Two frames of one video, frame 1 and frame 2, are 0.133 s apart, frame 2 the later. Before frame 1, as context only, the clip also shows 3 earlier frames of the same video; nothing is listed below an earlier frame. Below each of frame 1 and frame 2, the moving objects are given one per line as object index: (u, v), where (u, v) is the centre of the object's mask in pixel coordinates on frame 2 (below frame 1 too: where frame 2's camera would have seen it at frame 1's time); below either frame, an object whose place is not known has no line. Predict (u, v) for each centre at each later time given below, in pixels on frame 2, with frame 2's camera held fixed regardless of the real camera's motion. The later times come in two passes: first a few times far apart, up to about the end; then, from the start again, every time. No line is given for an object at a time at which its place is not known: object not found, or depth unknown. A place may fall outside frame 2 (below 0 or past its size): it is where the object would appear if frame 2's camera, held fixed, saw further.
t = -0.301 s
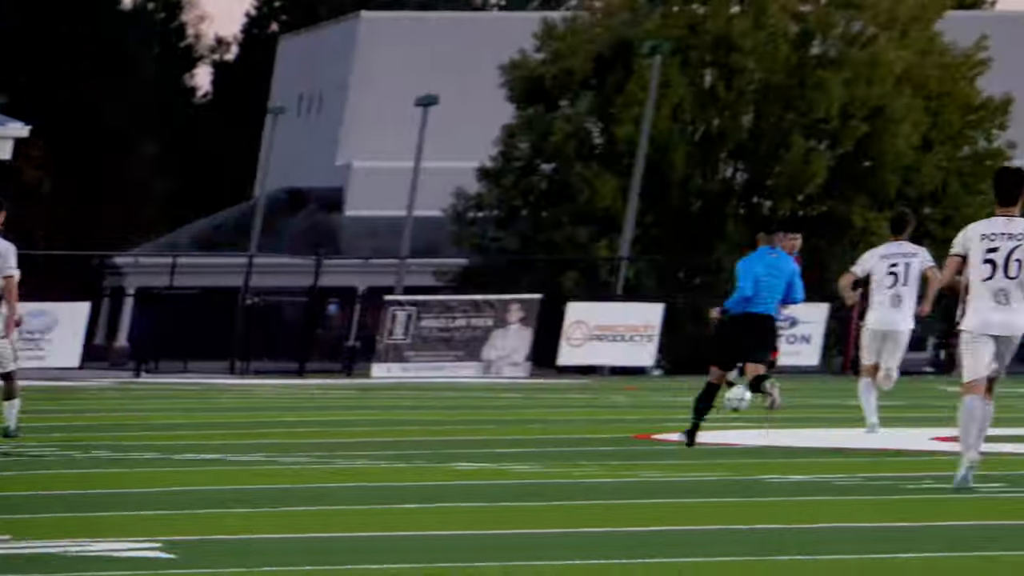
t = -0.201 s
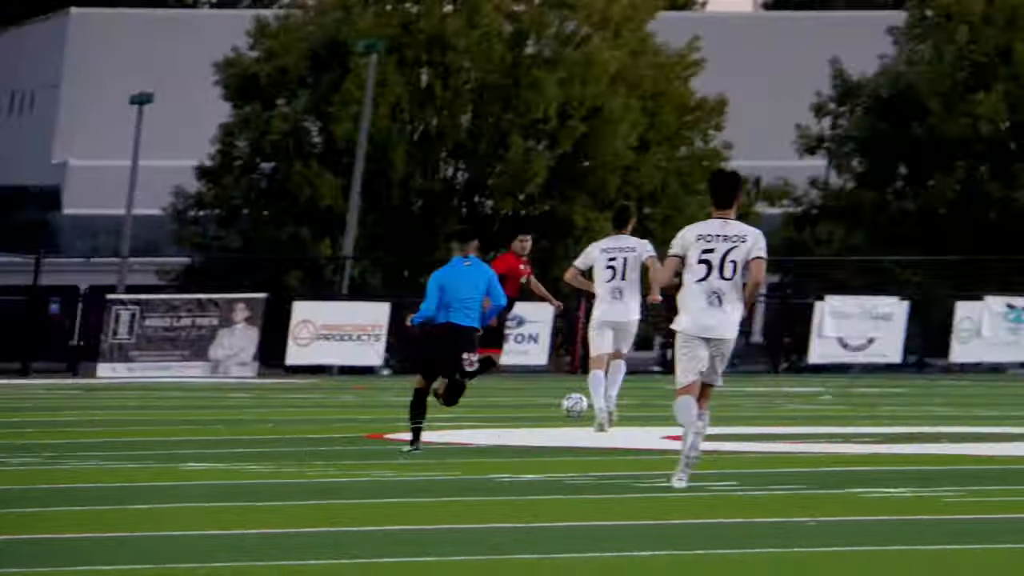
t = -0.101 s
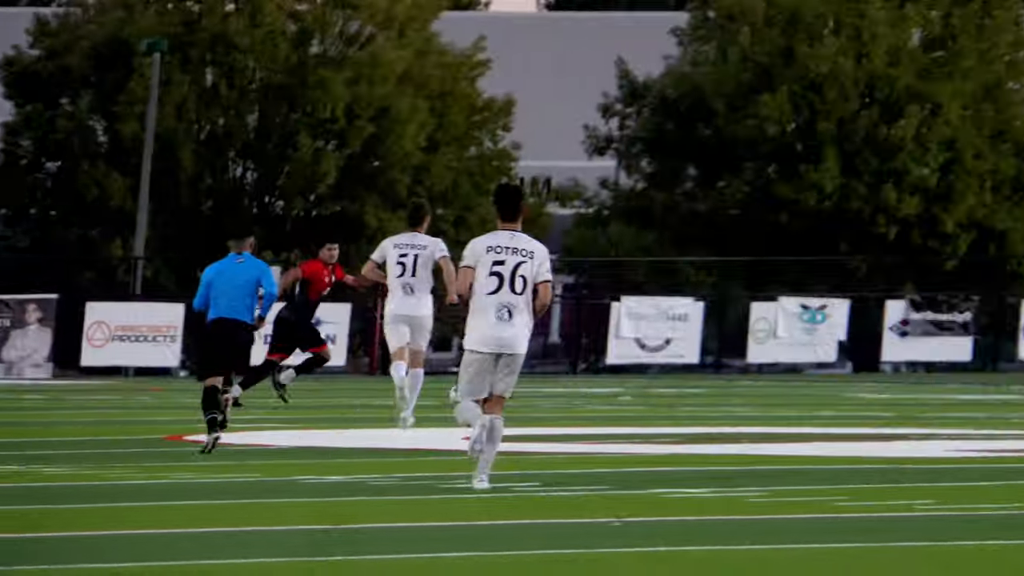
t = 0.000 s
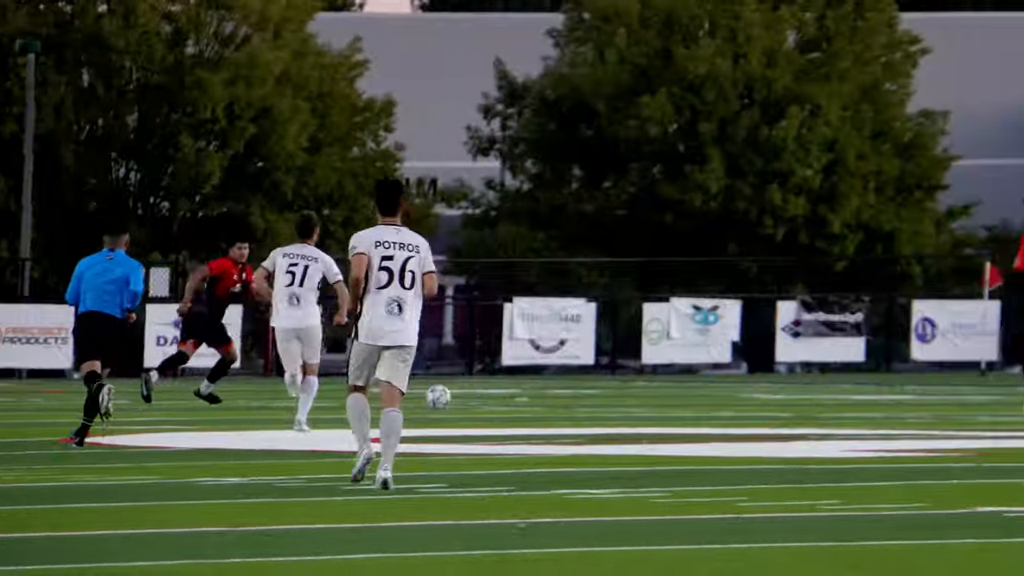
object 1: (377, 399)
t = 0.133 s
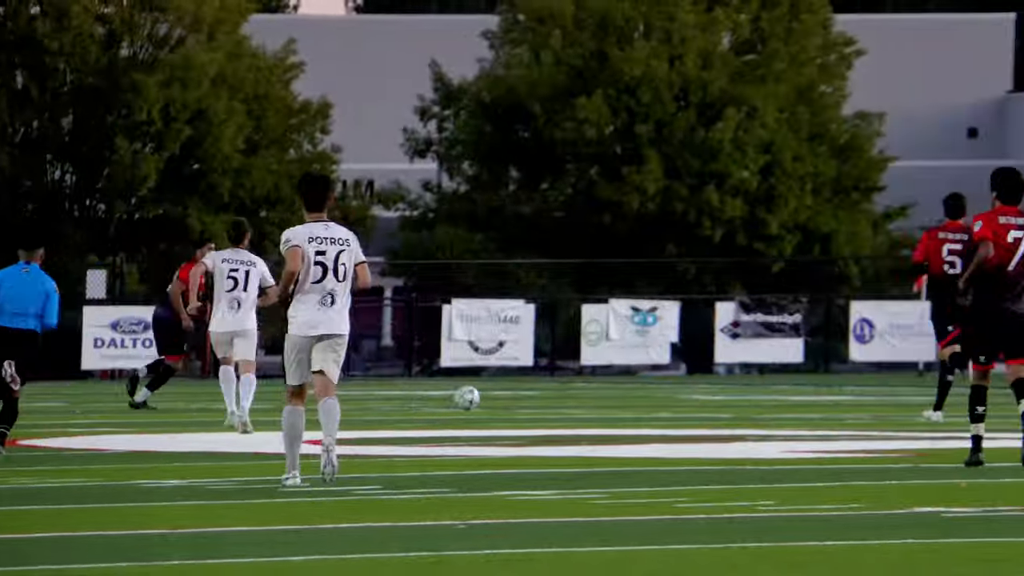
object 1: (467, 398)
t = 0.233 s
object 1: (526, 397)
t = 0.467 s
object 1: (643, 398)
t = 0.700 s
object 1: (744, 396)
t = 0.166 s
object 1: (487, 396)
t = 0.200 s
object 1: (507, 396)
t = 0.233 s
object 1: (526, 397)
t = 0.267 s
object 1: (544, 399)
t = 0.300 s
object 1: (563, 401)
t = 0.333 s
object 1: (580, 398)
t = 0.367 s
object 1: (596, 396)
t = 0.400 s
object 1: (613, 396)
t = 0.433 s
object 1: (627, 395)
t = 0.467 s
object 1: (643, 398)
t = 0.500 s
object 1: (658, 398)
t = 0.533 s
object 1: (673, 396)
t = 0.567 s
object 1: (688, 396)
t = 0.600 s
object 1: (702, 396)
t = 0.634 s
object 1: (717, 397)
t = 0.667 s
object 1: (730, 397)
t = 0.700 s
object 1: (744, 396)
